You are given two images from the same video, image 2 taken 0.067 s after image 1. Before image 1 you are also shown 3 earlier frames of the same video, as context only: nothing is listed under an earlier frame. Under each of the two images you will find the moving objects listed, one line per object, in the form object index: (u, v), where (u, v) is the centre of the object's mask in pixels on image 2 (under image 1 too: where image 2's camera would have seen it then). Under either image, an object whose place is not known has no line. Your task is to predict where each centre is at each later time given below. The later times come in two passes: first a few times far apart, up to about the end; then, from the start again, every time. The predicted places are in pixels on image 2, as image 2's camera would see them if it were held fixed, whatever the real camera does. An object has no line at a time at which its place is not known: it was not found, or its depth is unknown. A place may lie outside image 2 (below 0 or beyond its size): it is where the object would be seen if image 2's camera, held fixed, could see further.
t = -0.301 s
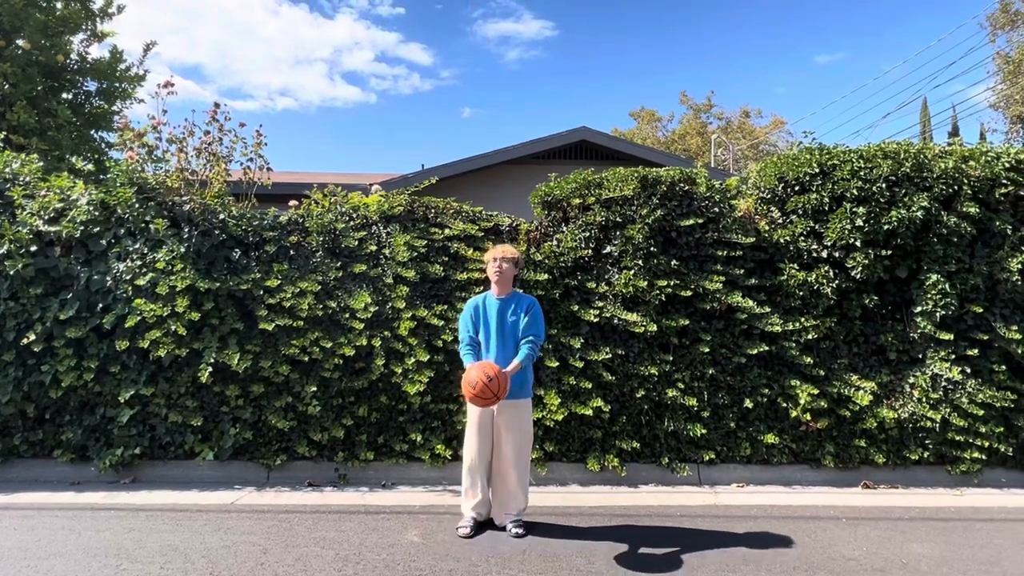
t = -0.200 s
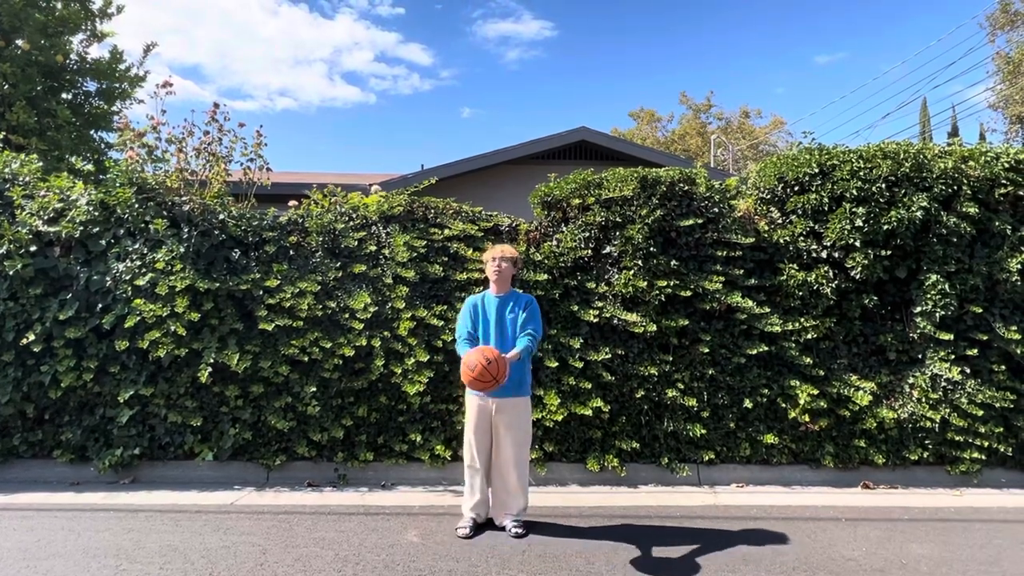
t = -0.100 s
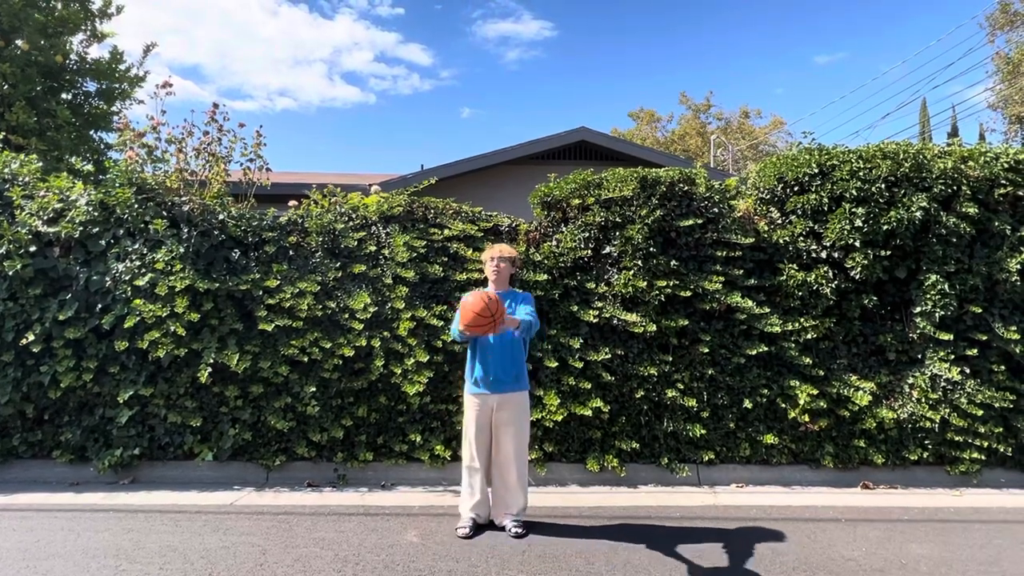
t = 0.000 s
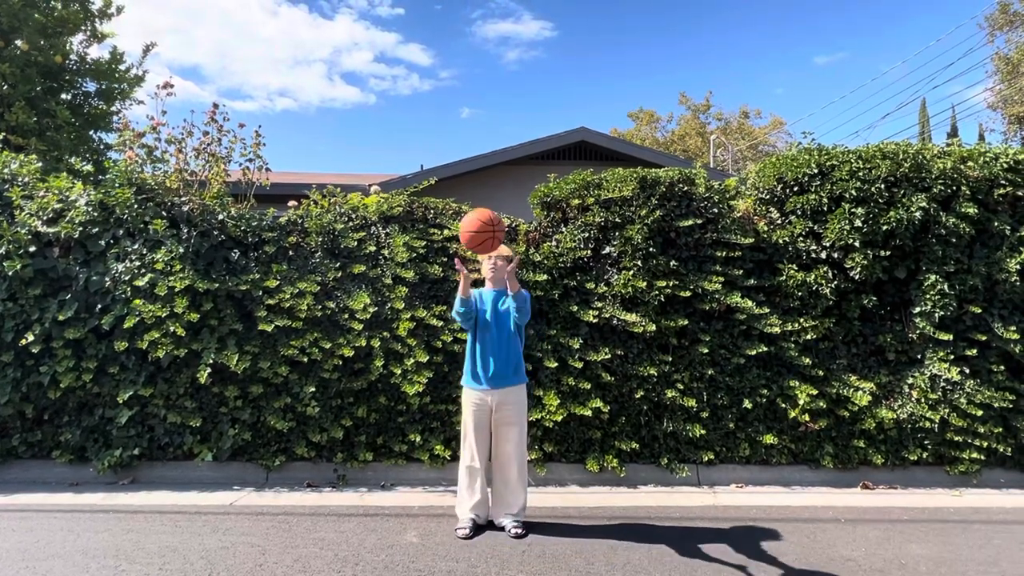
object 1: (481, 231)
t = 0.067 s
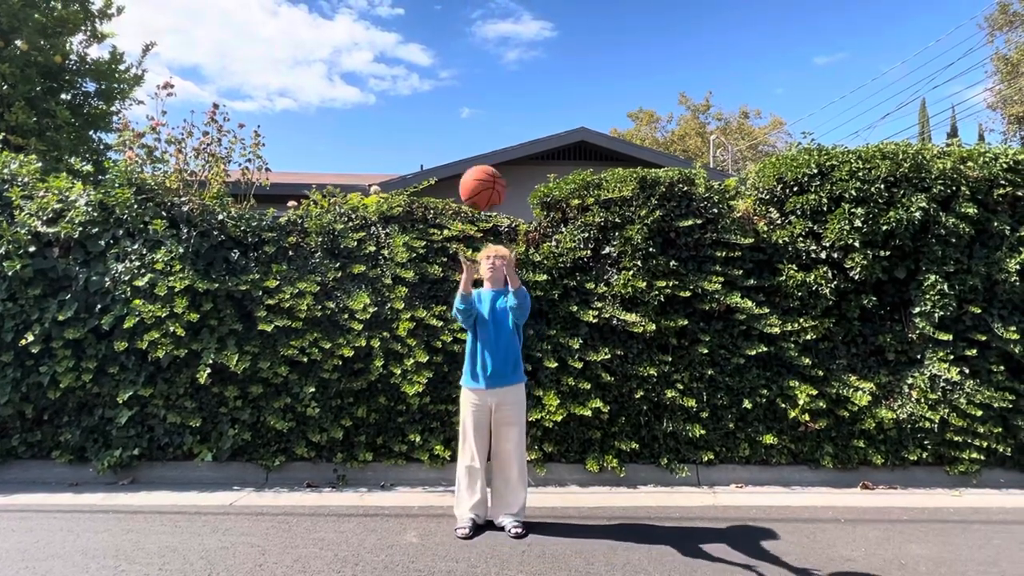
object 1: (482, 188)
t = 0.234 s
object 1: (483, 116)
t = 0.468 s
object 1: (483, 100)
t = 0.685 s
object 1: (481, 173)
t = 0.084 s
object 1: (482, 178)
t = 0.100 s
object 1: (482, 170)
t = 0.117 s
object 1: (482, 161)
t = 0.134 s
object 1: (482, 153)
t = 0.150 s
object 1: (482, 145)
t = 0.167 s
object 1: (482, 138)
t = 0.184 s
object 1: (483, 132)
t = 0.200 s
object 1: (483, 126)
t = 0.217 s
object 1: (483, 121)
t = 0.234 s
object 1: (483, 116)
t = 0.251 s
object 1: (483, 112)
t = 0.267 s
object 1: (483, 108)
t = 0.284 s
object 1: (483, 105)
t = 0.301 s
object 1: (483, 102)
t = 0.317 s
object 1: (483, 100)
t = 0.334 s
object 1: (483, 98)
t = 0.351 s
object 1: (483, 96)
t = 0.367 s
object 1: (483, 95)
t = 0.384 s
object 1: (483, 95)
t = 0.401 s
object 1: (483, 95)
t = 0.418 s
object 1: (483, 96)
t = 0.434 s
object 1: (483, 97)
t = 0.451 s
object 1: (483, 98)
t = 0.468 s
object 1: (483, 100)
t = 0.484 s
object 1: (483, 103)
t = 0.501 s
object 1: (483, 106)
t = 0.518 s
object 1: (482, 110)
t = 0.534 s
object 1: (482, 114)
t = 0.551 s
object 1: (482, 118)
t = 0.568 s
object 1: (482, 123)
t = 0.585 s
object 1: (482, 129)
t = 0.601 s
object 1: (482, 135)
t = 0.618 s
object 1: (482, 142)
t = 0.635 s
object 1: (482, 149)
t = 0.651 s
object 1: (481, 157)
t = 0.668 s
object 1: (481, 165)
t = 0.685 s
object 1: (481, 173)
